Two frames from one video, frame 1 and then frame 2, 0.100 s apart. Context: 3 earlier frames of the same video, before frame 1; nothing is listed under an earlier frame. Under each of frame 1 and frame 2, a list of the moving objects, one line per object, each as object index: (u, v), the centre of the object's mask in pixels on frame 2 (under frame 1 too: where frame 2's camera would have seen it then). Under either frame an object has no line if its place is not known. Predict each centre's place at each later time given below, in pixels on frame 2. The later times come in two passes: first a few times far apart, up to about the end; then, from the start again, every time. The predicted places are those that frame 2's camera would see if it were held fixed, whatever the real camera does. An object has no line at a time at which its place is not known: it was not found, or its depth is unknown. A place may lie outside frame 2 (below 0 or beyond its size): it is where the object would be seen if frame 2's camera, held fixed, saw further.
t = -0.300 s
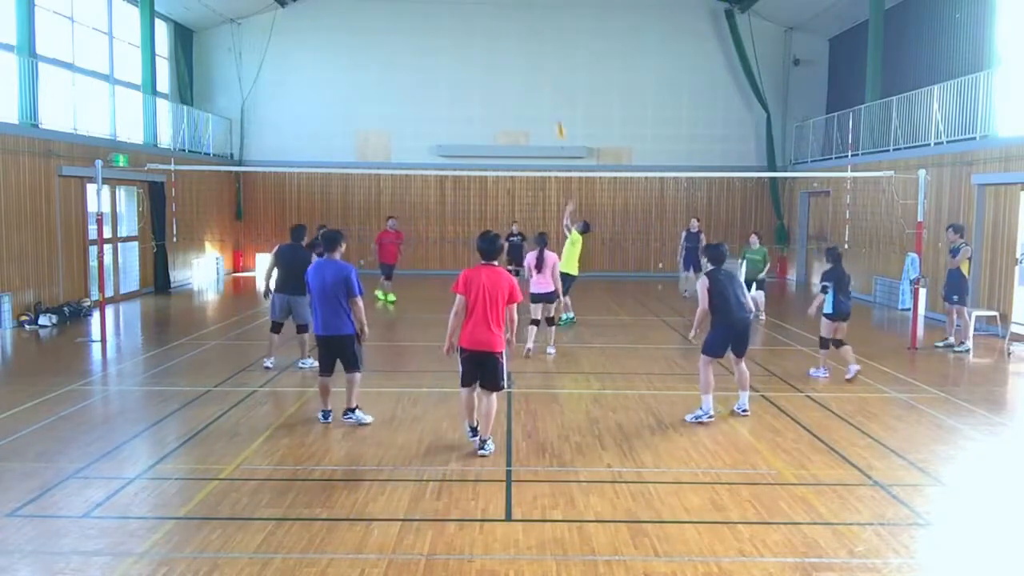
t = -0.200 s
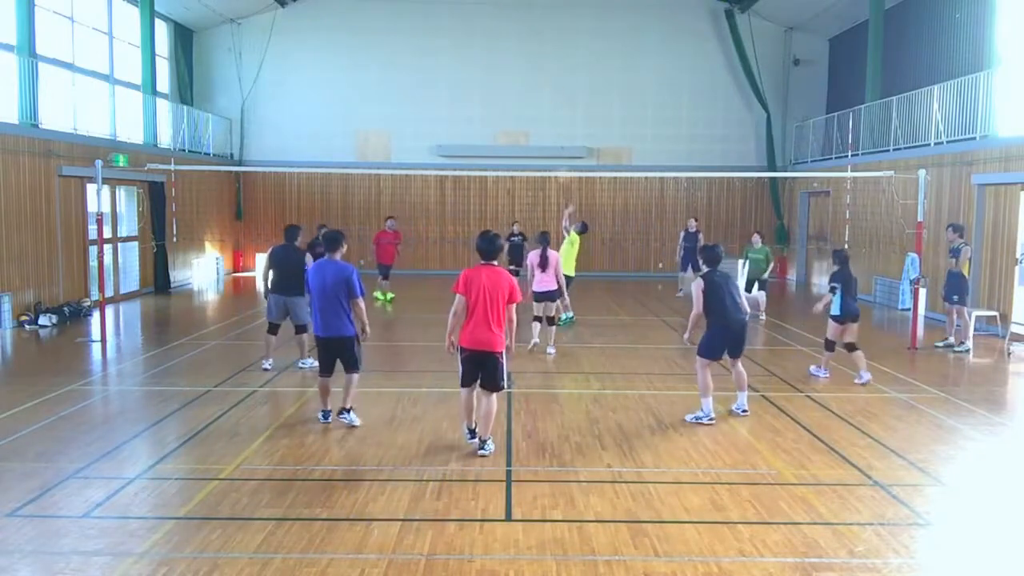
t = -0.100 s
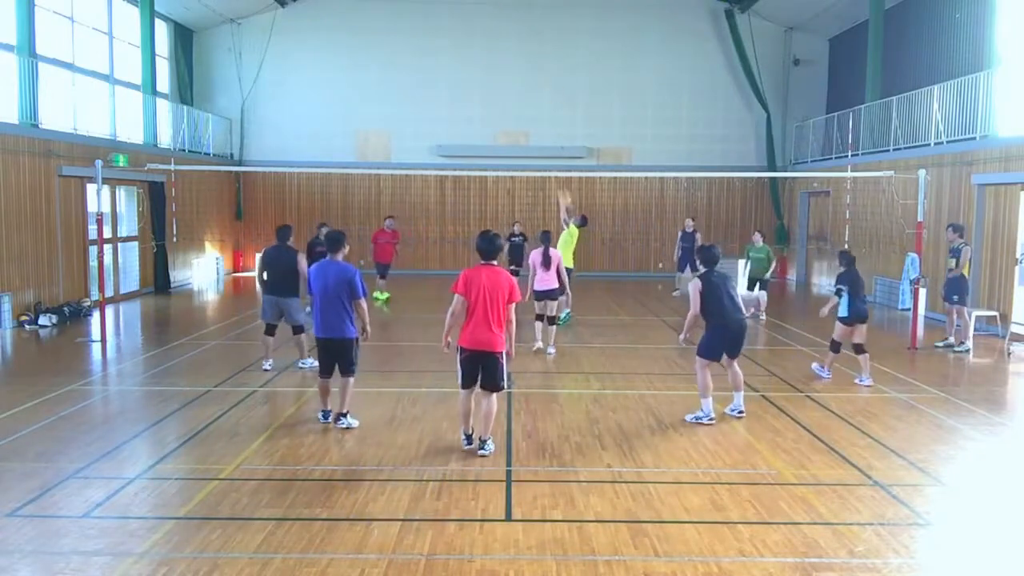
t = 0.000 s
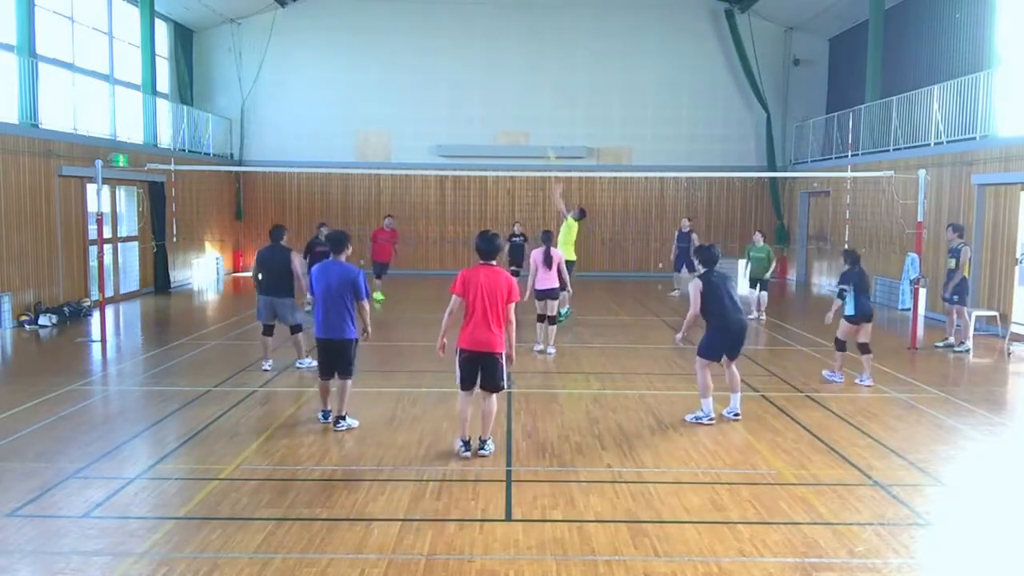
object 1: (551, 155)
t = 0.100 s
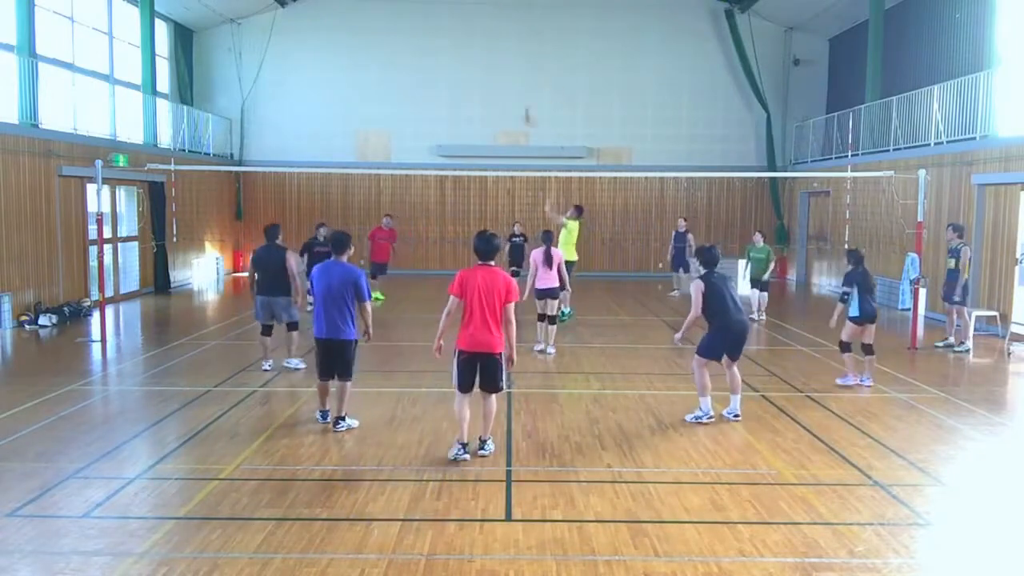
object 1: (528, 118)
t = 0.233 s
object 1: (503, 76)
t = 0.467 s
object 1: (461, 31)
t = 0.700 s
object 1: (412, 21)
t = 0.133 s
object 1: (522, 106)
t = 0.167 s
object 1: (516, 95)
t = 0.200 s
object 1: (509, 86)
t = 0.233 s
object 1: (503, 76)
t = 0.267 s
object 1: (496, 67)
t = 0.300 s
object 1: (491, 59)
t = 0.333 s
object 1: (484, 53)
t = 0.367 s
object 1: (479, 46)
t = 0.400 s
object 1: (471, 40)
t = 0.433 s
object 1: (466, 34)
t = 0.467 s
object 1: (461, 31)
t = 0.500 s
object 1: (452, 26)
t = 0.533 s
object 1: (446, 24)
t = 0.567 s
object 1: (438, 22)
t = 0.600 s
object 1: (433, 21)
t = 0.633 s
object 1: (425, 20)
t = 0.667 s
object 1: (419, 20)
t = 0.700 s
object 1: (412, 21)
